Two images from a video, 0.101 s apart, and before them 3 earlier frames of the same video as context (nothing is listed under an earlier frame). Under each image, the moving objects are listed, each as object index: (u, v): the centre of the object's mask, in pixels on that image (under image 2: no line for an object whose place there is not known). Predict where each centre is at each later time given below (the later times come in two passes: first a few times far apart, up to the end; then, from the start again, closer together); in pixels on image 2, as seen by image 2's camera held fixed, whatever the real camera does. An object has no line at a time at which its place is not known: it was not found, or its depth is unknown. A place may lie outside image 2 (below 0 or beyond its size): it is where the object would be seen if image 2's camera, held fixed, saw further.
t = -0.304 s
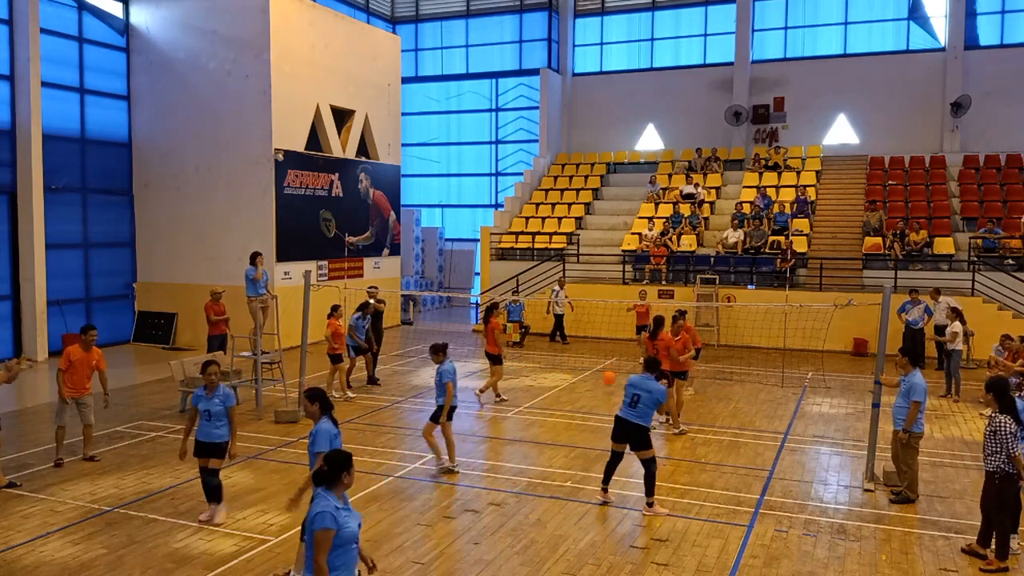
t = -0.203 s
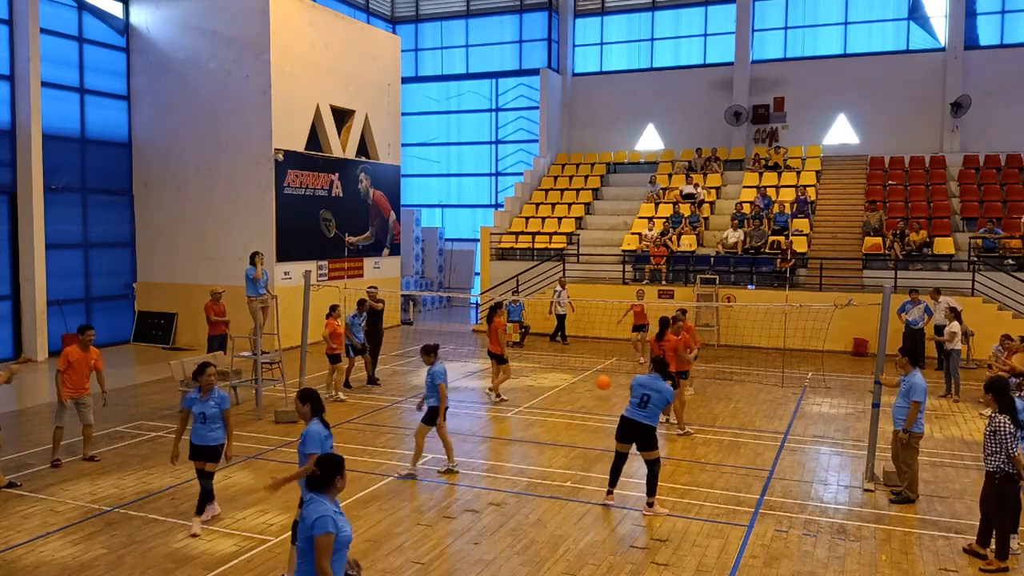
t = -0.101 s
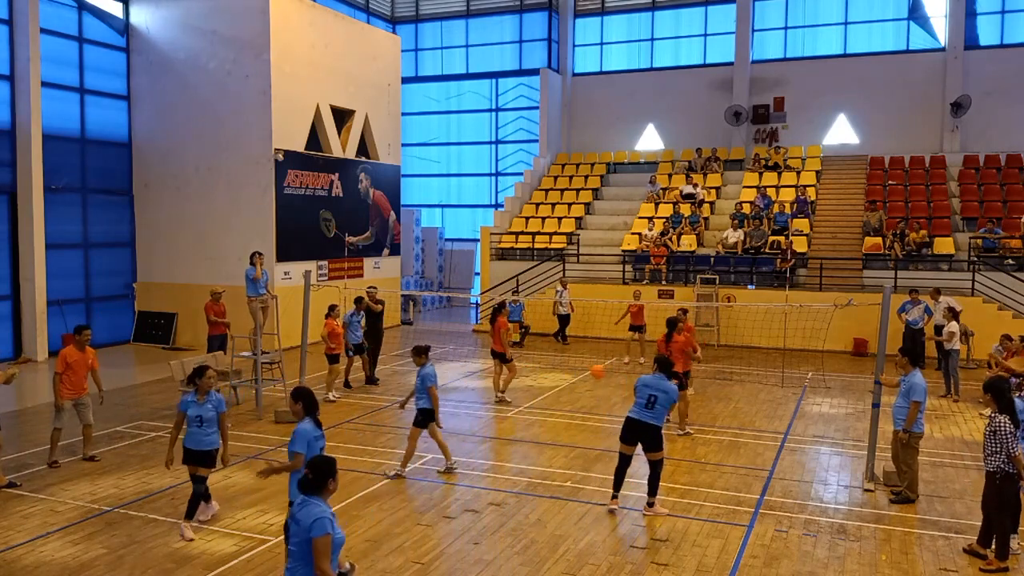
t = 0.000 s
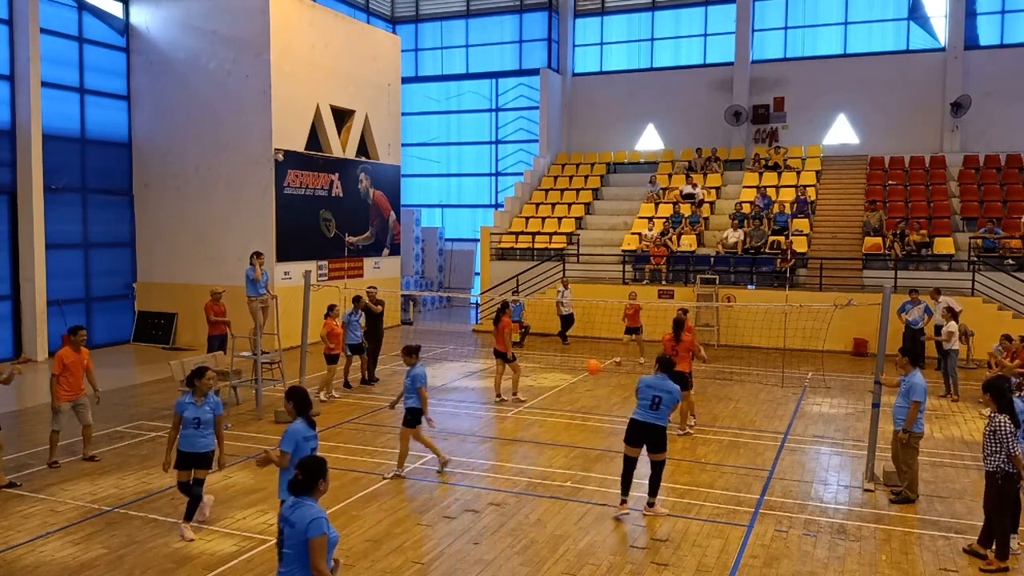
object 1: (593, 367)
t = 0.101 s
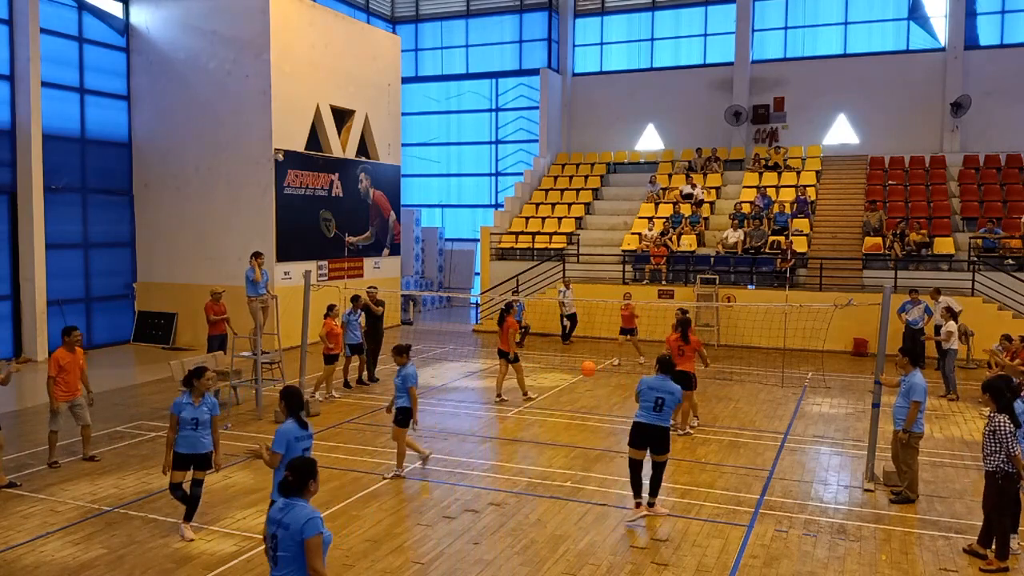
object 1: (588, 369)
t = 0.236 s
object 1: (581, 382)
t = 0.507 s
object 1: (565, 416)
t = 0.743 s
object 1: (549, 405)
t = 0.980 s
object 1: (529, 438)
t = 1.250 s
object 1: (504, 460)
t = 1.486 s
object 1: (476, 477)
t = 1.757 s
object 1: (438, 528)
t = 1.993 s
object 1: (396, 541)
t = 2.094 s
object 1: (377, 564)
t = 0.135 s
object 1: (586, 371)
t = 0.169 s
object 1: (584, 374)
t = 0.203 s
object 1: (582, 377)
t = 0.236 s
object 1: (581, 382)
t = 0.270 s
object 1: (579, 387)
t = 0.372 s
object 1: (573, 408)
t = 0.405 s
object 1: (570, 417)
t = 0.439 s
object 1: (569, 426)
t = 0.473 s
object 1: (567, 421)
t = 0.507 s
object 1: (565, 416)
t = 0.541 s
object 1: (562, 412)
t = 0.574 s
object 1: (560, 409)
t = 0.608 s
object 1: (558, 407)
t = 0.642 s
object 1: (556, 405)
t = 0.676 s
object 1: (554, 405)
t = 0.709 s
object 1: (552, 405)
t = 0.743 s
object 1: (549, 405)
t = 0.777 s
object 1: (546, 407)
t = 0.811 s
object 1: (544, 409)
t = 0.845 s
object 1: (541, 413)
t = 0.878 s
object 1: (539, 418)
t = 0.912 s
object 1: (536, 424)
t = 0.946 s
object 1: (533, 431)
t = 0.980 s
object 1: (529, 438)
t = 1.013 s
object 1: (527, 447)
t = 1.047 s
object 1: (524, 457)
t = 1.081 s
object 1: (522, 468)
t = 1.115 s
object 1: (518, 472)
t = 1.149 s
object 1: (515, 468)
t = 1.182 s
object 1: (511, 464)
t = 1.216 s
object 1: (508, 462)
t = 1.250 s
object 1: (504, 460)
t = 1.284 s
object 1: (500, 459)
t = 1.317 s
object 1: (497, 459)
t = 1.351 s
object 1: (493, 460)
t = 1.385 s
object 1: (489, 462)
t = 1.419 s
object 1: (485, 466)
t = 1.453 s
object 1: (480, 471)
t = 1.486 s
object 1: (476, 477)
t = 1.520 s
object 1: (472, 485)
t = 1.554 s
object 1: (467, 493)
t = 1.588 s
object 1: (463, 503)
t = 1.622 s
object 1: (458, 514)
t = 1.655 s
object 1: (453, 528)
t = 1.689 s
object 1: (448, 537)
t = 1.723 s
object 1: (443, 532)
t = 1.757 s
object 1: (438, 528)
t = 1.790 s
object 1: (432, 526)
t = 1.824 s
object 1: (426, 525)
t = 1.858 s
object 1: (421, 526)
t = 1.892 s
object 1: (415, 528)
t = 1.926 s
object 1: (409, 530)
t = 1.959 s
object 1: (403, 535)
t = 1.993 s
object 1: (396, 541)
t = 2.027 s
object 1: (390, 548)
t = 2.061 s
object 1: (382, 558)
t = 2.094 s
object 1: (377, 564)
